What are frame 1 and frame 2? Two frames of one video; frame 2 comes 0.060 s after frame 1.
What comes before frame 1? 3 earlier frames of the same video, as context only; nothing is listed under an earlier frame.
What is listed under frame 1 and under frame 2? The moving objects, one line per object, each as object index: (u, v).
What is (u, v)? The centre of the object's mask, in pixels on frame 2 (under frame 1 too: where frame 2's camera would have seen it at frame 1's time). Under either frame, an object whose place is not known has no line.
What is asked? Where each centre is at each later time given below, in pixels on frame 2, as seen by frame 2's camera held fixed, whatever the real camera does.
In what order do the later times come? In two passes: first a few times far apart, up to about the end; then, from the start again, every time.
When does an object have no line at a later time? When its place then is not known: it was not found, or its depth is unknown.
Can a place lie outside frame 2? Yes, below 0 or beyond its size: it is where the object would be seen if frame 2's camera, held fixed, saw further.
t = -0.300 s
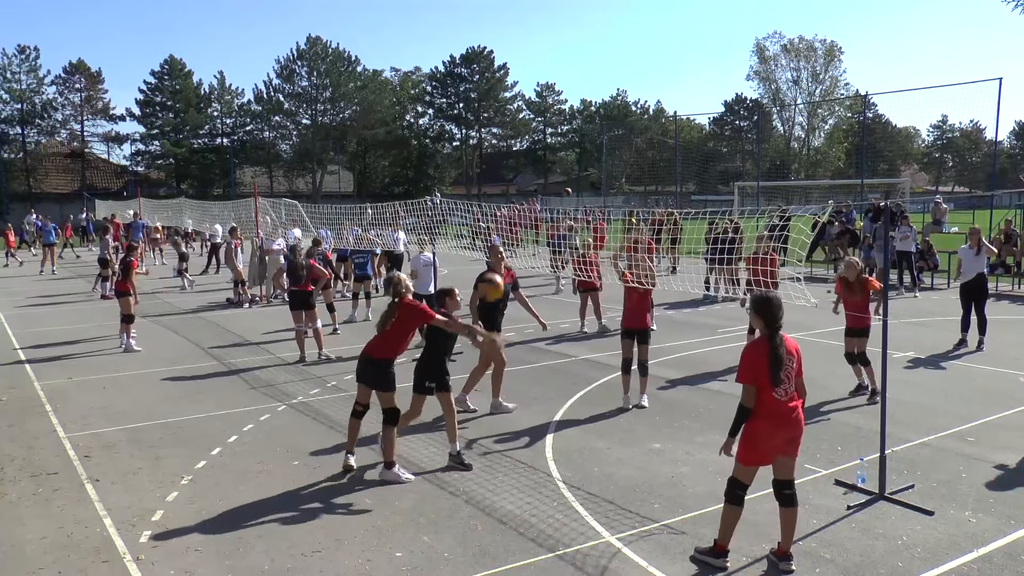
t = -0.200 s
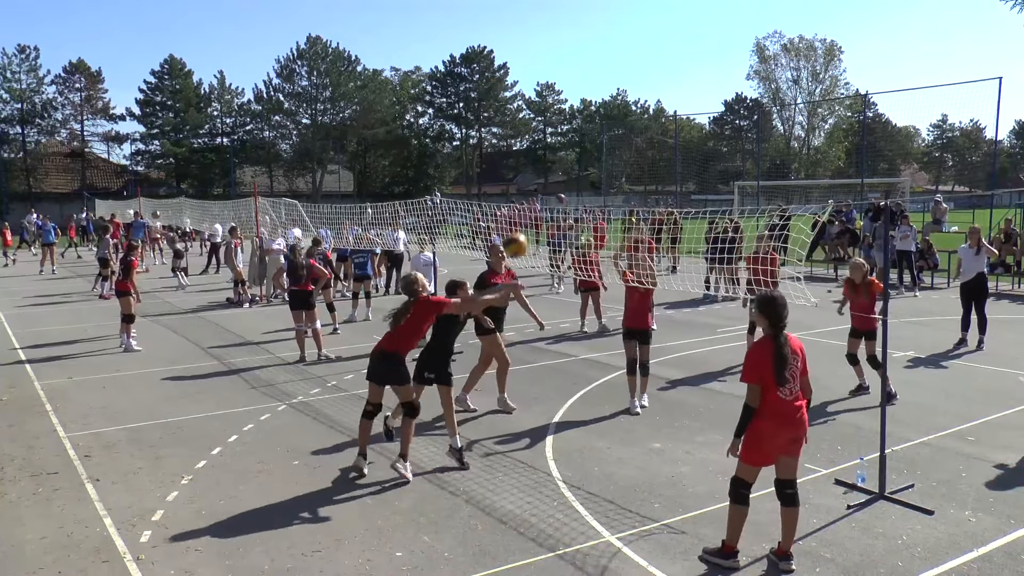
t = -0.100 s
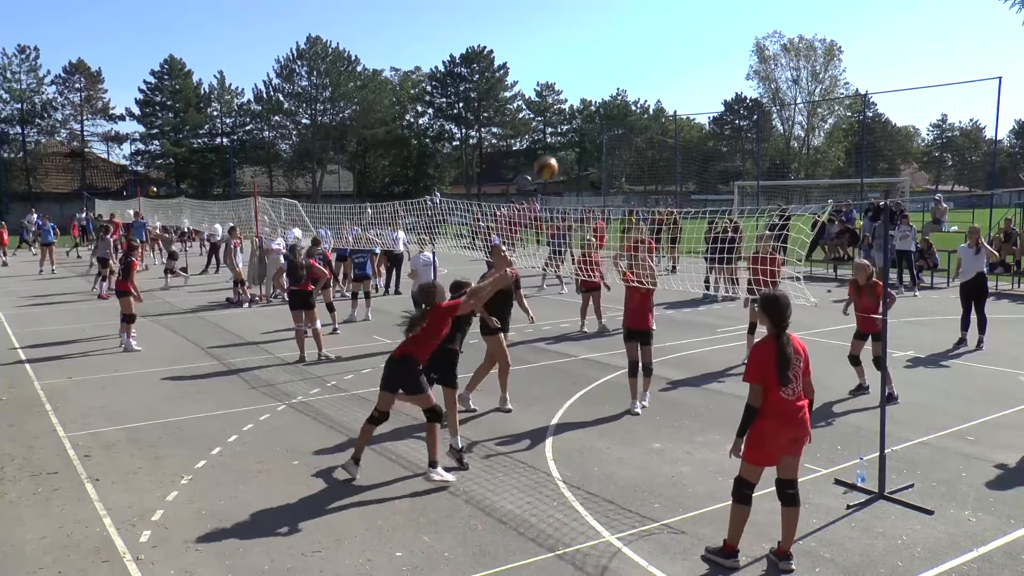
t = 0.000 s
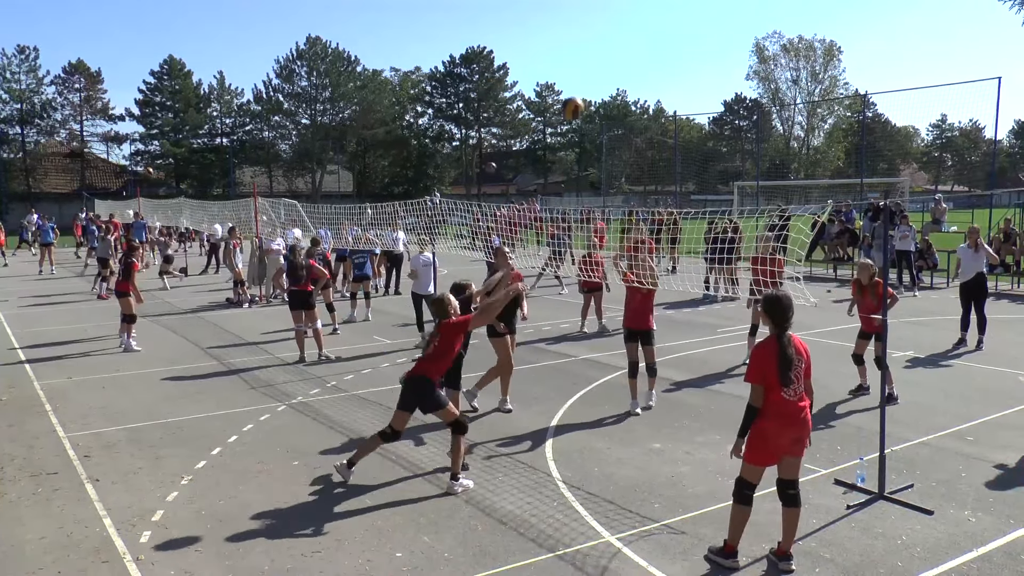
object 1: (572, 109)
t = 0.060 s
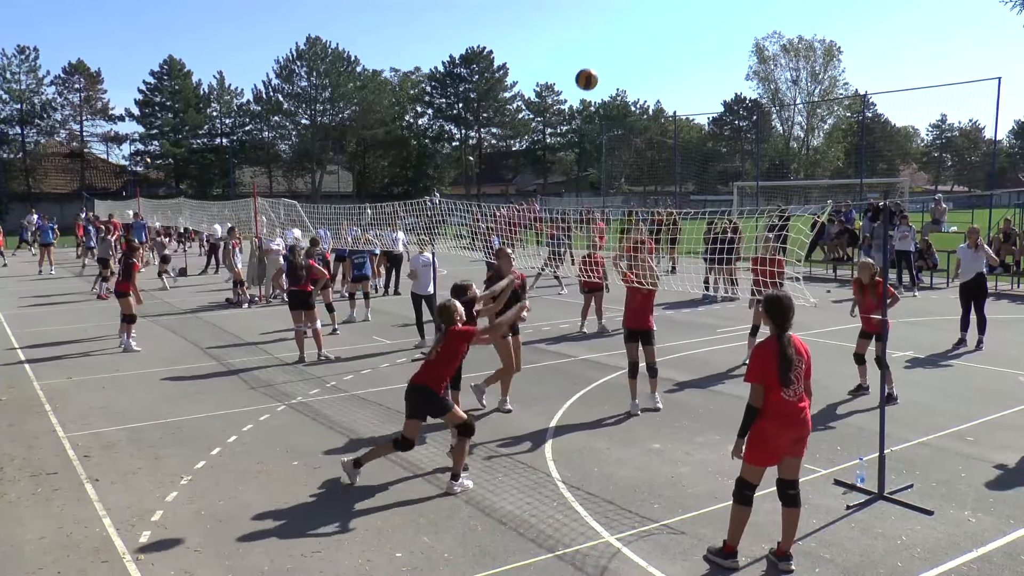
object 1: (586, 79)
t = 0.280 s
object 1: (632, 16)
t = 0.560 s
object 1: (679, 13)
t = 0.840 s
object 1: (714, 77)
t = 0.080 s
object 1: (591, 71)
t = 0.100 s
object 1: (596, 63)
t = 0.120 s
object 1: (600, 56)
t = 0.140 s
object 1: (605, 49)
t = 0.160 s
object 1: (609, 43)
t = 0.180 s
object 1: (613, 37)
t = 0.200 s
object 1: (617, 32)
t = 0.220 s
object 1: (621, 27)
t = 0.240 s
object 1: (625, 23)
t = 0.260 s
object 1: (629, 19)
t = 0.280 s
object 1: (632, 16)
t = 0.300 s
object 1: (636, 13)
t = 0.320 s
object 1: (639, 11)
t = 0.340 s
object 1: (643, 9)
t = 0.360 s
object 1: (647, 7)
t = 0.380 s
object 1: (650, 7)
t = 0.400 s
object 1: (653, 7)
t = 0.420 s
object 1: (657, 6)
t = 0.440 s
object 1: (660, 6)
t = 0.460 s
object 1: (663, 6)
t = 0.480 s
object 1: (666, 7)
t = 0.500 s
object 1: (670, 8)
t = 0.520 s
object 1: (673, 9)
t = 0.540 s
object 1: (676, 11)
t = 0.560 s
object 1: (679, 13)
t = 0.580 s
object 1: (682, 16)
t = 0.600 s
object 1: (685, 19)
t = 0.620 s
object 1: (687, 22)
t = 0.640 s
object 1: (690, 25)
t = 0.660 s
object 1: (693, 29)
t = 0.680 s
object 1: (695, 33)
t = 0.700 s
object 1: (698, 38)
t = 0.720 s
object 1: (700, 42)
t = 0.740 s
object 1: (703, 47)
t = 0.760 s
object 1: (705, 53)
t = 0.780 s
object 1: (708, 58)
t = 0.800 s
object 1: (710, 64)
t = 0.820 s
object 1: (712, 70)
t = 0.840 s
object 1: (714, 77)
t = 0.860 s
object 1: (716, 83)
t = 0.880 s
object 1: (718, 90)
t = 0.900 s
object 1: (721, 98)
